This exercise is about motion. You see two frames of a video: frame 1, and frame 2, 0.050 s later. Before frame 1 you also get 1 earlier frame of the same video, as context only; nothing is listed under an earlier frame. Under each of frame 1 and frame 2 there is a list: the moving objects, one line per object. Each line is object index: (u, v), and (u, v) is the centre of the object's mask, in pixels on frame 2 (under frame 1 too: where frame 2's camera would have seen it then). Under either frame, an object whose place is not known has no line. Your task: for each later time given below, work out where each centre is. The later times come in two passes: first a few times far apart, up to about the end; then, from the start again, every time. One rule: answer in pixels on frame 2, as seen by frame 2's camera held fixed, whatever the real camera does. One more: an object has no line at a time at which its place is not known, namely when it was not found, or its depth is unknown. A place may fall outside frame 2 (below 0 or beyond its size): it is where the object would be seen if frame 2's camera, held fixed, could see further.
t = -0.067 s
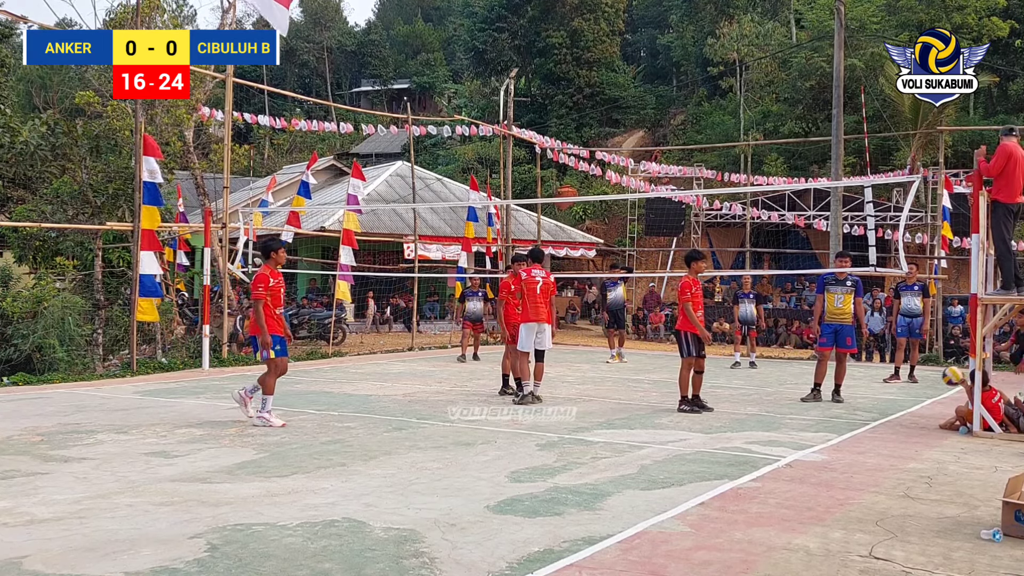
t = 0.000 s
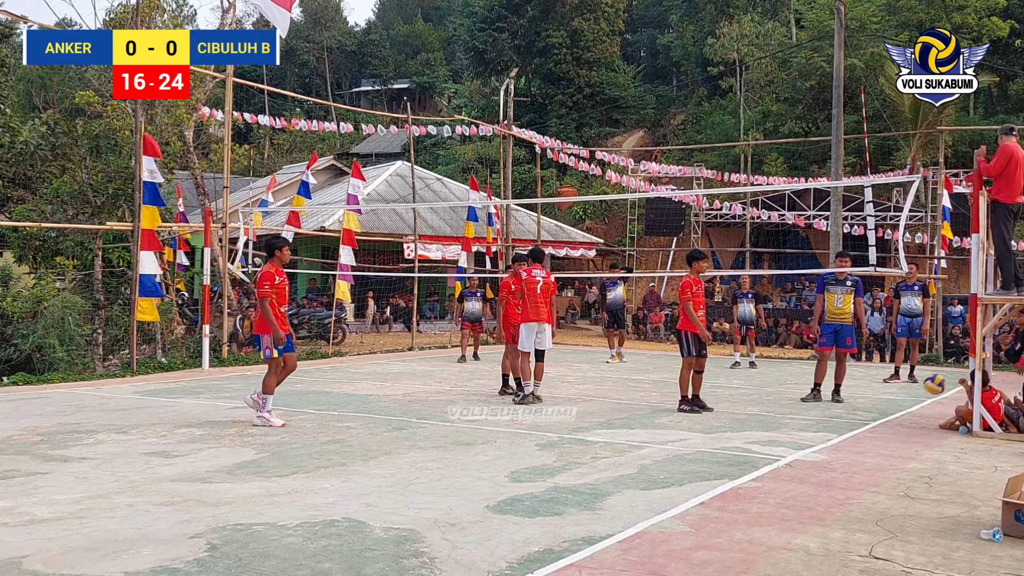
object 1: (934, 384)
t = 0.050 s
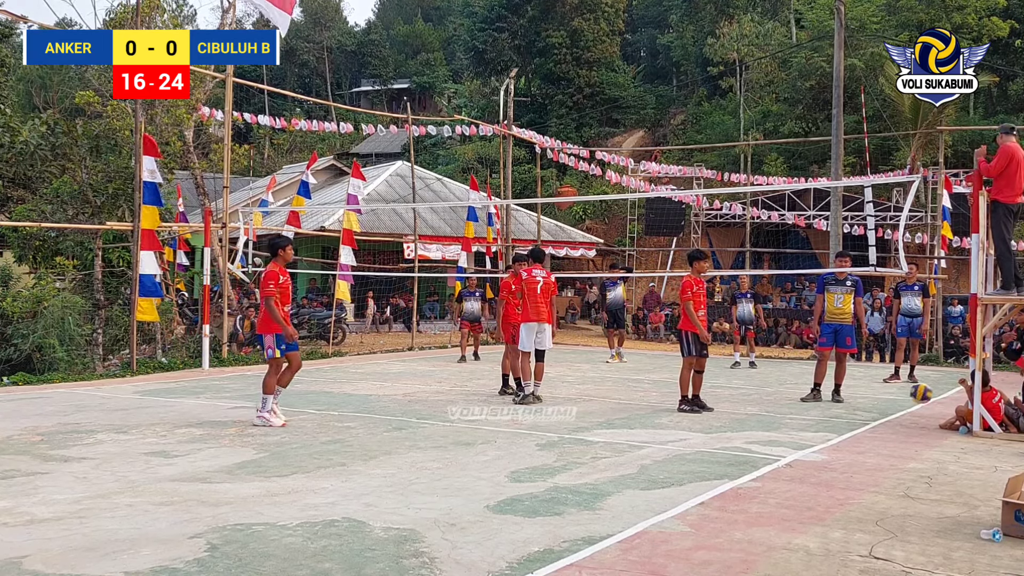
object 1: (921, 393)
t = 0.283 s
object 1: (871, 390)
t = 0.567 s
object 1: (817, 402)
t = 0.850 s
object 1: (758, 403)
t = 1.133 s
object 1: (692, 419)
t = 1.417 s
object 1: (622, 425)
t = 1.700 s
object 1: (547, 424)
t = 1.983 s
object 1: (466, 437)
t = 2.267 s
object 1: (375, 450)
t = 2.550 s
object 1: (270, 471)
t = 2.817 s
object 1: (163, 477)
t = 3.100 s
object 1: (33, 496)
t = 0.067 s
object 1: (916, 397)
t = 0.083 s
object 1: (912, 401)
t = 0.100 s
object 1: (907, 405)
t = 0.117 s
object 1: (902, 410)
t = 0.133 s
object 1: (898, 414)
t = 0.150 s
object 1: (894, 412)
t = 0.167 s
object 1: (892, 408)
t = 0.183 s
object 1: (888, 405)
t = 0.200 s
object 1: (885, 402)
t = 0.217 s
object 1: (883, 399)
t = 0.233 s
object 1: (880, 396)
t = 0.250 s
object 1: (877, 394)
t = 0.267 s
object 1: (874, 392)
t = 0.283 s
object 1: (871, 390)
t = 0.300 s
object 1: (867, 389)
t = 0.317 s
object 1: (864, 386)
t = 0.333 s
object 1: (861, 386)
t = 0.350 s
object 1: (858, 385)
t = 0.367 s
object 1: (855, 384)
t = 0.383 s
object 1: (853, 385)
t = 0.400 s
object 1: (848, 385)
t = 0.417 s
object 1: (846, 385)
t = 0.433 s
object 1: (843, 386)
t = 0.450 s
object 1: (840, 387)
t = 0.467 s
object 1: (836, 388)
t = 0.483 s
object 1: (834, 390)
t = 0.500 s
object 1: (832, 391)
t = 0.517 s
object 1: (828, 394)
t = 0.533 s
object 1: (824, 396)
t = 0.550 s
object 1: (820, 399)
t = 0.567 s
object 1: (817, 402)
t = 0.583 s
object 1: (814, 406)
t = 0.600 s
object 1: (811, 409)
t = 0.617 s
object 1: (807, 414)
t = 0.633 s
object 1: (805, 418)
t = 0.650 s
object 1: (801, 423)
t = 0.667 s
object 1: (797, 422)
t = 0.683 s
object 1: (794, 418)
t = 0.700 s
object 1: (790, 416)
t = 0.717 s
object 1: (787, 413)
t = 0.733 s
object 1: (783, 411)
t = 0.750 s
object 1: (780, 409)
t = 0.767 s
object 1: (776, 407)
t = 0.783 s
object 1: (773, 405)
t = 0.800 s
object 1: (769, 404)
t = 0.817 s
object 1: (765, 403)
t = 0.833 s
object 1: (761, 403)
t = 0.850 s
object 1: (758, 403)
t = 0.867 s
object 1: (754, 403)
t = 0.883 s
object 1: (750, 403)
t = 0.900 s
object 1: (747, 404)
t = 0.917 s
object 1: (743, 405)
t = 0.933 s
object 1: (739, 406)
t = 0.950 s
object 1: (735, 408)
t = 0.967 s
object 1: (731, 410)
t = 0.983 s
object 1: (727, 413)
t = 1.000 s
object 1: (723, 416)
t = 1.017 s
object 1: (719, 419)
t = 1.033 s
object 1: (715, 422)
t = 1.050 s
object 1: (712, 426)
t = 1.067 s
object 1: (707, 430)
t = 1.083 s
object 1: (703, 429)
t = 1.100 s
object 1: (700, 425)
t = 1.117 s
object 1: (696, 422)
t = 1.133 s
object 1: (692, 419)
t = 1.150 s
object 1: (688, 417)
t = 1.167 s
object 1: (684, 415)
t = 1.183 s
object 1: (680, 413)
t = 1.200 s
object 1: (676, 412)
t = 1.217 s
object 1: (672, 411)
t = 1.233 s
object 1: (667, 410)
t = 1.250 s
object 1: (664, 410)
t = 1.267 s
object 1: (660, 410)
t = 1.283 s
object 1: (656, 410)
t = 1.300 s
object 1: (651, 411)
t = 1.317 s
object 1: (647, 412)
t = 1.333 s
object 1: (644, 414)
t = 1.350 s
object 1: (639, 415)
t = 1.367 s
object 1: (635, 417)
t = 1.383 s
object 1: (631, 419)
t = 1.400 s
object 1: (627, 422)
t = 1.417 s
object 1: (622, 425)
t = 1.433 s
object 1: (618, 429)
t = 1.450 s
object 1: (614, 433)
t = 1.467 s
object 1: (609, 438)
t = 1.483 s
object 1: (605, 438)
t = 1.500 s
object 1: (601, 435)
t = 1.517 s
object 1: (597, 432)
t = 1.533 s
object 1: (592, 429)
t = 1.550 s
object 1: (588, 427)
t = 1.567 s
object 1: (584, 426)
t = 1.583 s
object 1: (579, 425)
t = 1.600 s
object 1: (575, 423)
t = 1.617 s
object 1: (570, 422)
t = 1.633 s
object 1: (566, 421)
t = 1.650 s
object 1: (562, 421)
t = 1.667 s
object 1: (557, 421)
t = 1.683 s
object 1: (552, 422)
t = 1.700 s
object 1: (547, 424)
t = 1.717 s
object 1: (543, 425)
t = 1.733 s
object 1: (538, 427)
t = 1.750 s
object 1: (533, 429)
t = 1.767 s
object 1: (529, 431)
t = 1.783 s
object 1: (524, 434)
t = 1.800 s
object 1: (519, 438)
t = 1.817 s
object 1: (515, 442)
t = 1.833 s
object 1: (510, 446)
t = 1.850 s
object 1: (505, 444)
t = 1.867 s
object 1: (501, 442)
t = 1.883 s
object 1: (496, 440)
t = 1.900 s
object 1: (491, 438)
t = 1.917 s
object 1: (486, 437)
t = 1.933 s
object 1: (481, 437)
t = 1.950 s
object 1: (476, 436)
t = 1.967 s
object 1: (471, 436)
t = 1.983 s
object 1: (466, 437)
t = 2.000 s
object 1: (461, 437)
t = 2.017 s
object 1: (456, 438)
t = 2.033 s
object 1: (450, 441)
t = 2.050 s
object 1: (445, 442)
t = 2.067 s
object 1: (440, 445)
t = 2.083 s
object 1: (435, 448)
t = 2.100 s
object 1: (429, 452)
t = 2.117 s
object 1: (424, 455)
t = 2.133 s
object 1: (419, 455)
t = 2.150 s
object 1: (414, 453)
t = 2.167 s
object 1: (408, 451)
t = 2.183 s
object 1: (403, 450)
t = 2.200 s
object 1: (397, 449)
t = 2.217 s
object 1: (391, 449)
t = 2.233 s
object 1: (385, 449)
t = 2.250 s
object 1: (380, 449)
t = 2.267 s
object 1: (375, 450)
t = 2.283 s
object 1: (368, 451)
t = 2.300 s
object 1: (363, 453)
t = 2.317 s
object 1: (356, 456)
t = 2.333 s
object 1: (350, 459)
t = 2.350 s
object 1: (345, 462)
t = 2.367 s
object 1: (339, 463)
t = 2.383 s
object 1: (334, 462)
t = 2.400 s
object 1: (328, 460)
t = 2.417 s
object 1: (321, 460)
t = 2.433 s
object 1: (315, 460)
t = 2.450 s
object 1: (308, 460)
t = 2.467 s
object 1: (302, 461)
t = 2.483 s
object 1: (296, 462)
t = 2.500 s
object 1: (290, 464)
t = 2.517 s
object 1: (283, 466)
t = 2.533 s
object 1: (277, 469)
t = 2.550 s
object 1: (270, 471)
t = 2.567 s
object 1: (264, 470)
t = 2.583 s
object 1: (257, 469)
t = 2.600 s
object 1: (251, 468)
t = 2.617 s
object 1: (245, 467)
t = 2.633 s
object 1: (239, 466)
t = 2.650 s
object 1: (232, 467)
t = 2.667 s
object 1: (226, 467)
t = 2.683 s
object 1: (219, 469)
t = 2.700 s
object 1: (212, 470)
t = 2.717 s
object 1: (205, 472)
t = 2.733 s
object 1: (198, 475)
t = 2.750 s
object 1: (191, 479)
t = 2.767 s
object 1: (184, 480)
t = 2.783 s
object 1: (177, 479)
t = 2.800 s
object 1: (170, 478)
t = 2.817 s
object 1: (163, 477)
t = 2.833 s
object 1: (156, 477)
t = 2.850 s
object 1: (148, 478)
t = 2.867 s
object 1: (141, 479)
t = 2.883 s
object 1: (134, 480)
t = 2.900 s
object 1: (127, 481)
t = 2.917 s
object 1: (120, 483)
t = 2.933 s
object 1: (112, 486)
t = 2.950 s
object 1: (104, 489)
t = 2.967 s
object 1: (97, 489)
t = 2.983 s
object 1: (89, 488)
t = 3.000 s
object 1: (81, 487)
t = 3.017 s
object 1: (73, 487)
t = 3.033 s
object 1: (66, 488)
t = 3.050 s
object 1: (58, 489)
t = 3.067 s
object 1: (50, 490)
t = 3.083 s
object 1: (41, 493)
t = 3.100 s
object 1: (33, 496)
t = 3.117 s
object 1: (24, 498)
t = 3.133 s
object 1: (18, 498)
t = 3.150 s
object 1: (14, 498)
